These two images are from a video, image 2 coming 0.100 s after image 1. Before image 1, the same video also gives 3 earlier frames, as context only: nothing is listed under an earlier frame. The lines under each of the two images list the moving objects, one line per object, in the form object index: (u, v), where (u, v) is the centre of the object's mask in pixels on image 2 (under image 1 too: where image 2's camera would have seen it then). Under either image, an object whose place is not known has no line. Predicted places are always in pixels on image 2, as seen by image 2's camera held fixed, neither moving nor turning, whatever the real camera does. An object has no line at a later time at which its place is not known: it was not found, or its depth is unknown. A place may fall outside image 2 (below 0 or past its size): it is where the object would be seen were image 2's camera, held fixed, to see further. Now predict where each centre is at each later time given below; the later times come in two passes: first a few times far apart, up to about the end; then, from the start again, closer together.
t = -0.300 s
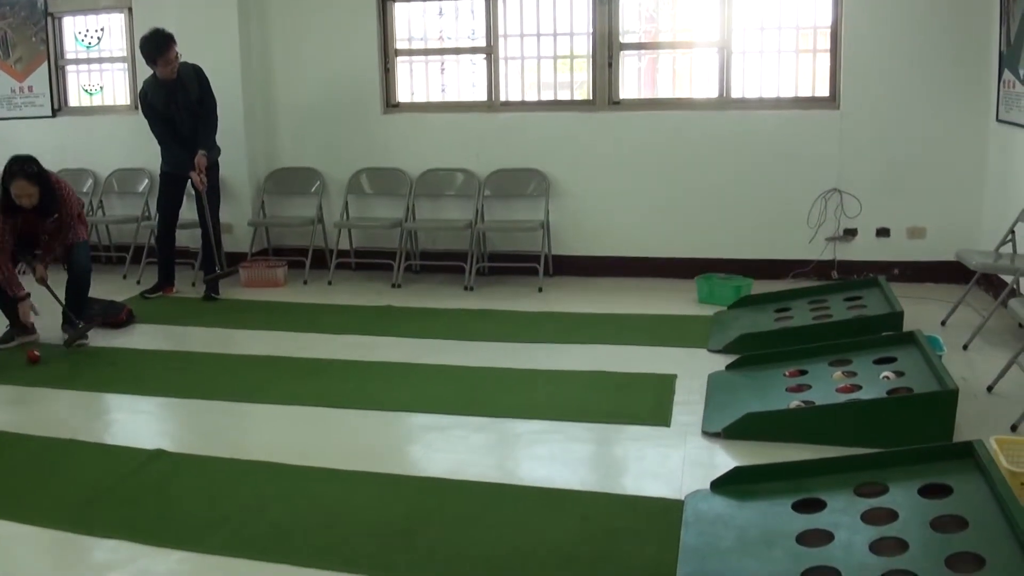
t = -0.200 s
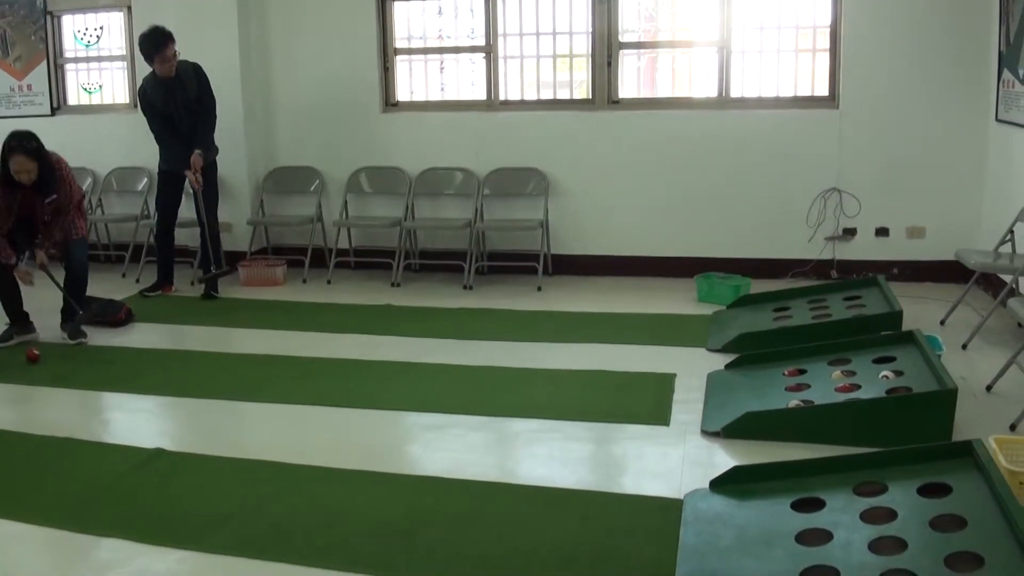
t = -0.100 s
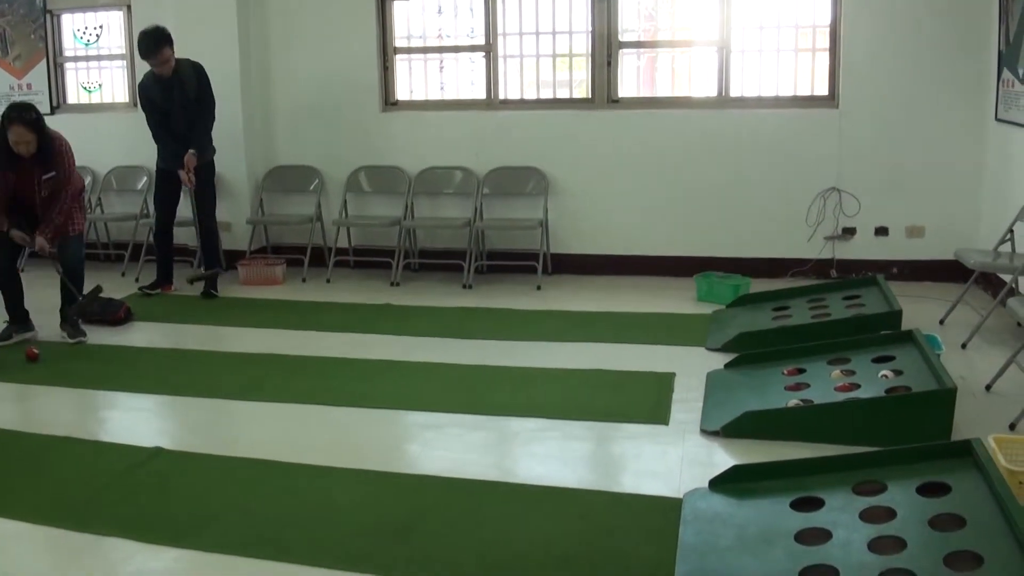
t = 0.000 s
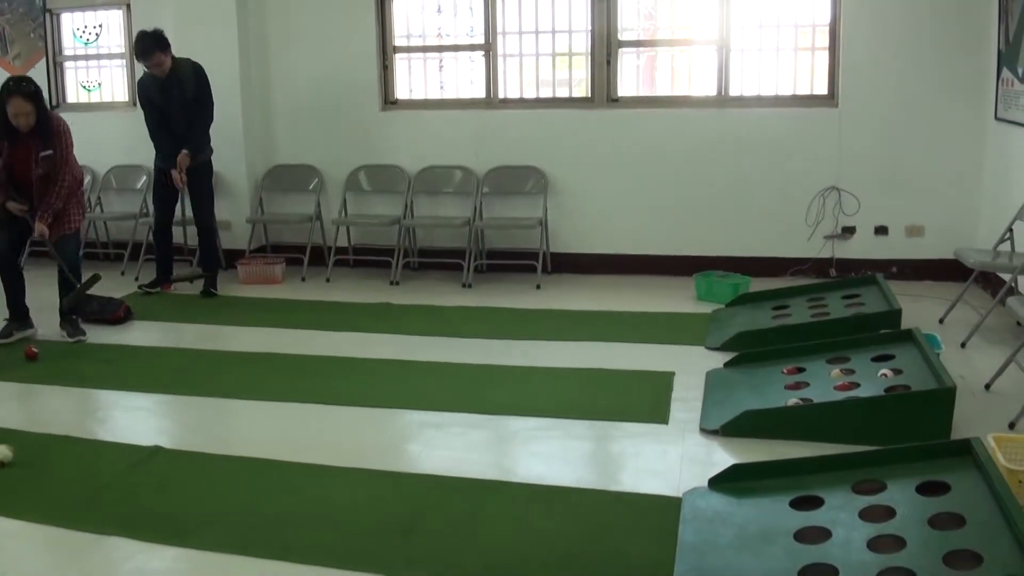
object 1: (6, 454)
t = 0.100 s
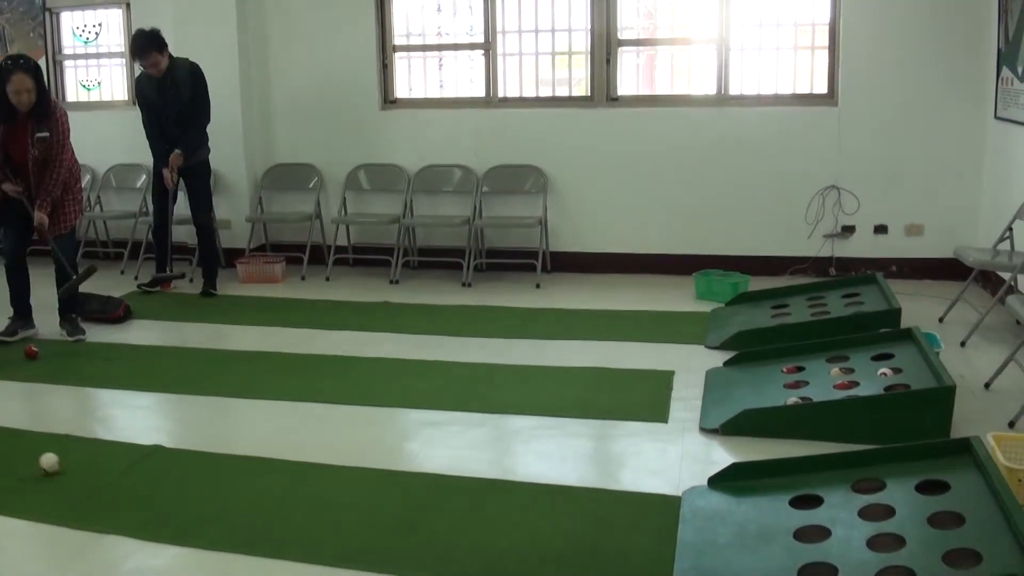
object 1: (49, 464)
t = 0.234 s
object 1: (117, 475)
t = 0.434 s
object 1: (228, 496)
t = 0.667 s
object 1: (377, 520)
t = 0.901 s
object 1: (545, 547)
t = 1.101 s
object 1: (690, 549)
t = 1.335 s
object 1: (822, 569)
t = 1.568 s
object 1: (840, 516)
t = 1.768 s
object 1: (847, 486)
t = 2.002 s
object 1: (843, 466)
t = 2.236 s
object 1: (819, 485)
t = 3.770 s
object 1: (801, 504)
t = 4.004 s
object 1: (801, 503)
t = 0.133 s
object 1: (66, 467)
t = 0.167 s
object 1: (82, 470)
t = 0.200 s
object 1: (100, 472)
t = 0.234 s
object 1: (117, 475)
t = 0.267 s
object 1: (133, 480)
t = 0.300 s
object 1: (152, 483)
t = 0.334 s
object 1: (170, 486)
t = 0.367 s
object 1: (189, 489)
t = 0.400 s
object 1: (209, 493)
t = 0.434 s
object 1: (228, 496)
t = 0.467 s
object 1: (248, 499)
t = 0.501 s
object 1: (268, 502)
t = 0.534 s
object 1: (290, 506)
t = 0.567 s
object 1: (311, 510)
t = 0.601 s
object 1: (333, 513)
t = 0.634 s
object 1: (354, 517)
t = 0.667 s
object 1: (377, 520)
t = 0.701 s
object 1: (400, 524)
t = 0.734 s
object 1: (423, 527)
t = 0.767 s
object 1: (447, 530)
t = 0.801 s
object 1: (471, 535)
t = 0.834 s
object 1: (495, 538)
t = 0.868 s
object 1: (519, 543)
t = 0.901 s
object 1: (545, 547)
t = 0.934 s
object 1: (569, 550)
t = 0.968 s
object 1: (594, 554)
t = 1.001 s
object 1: (621, 558)
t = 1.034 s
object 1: (646, 562)
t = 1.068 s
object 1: (670, 561)
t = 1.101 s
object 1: (690, 549)
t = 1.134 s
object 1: (707, 542)
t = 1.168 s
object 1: (727, 537)
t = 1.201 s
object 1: (746, 537)
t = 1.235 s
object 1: (765, 541)
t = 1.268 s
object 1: (784, 548)
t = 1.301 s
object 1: (804, 561)
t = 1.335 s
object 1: (822, 569)
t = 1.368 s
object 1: (828, 557)
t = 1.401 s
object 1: (831, 545)
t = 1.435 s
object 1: (833, 537)
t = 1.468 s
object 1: (835, 534)
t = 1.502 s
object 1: (836, 528)
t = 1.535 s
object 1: (839, 521)
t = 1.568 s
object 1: (840, 516)
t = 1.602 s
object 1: (841, 511)
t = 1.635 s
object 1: (842, 506)
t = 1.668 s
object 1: (844, 501)
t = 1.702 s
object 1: (845, 496)
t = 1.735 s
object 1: (846, 491)
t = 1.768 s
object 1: (847, 486)
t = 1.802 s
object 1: (848, 482)
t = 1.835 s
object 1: (848, 478)
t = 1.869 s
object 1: (847, 474)
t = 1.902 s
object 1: (846, 470)
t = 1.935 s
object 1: (845, 466)
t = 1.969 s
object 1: (844, 464)
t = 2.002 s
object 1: (843, 466)
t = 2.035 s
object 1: (840, 470)
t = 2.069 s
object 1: (837, 473)
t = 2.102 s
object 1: (834, 475)
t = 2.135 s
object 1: (831, 478)
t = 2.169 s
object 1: (828, 480)
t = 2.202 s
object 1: (824, 483)
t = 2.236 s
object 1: (819, 485)
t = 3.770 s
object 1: (801, 504)
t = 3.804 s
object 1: (801, 504)
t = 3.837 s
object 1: (801, 504)
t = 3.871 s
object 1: (801, 503)
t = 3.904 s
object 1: (801, 503)
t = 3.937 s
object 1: (801, 503)
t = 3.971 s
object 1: (801, 503)
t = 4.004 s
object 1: (801, 503)
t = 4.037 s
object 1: (801, 503)
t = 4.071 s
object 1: (801, 504)
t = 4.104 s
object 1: (801, 503)
